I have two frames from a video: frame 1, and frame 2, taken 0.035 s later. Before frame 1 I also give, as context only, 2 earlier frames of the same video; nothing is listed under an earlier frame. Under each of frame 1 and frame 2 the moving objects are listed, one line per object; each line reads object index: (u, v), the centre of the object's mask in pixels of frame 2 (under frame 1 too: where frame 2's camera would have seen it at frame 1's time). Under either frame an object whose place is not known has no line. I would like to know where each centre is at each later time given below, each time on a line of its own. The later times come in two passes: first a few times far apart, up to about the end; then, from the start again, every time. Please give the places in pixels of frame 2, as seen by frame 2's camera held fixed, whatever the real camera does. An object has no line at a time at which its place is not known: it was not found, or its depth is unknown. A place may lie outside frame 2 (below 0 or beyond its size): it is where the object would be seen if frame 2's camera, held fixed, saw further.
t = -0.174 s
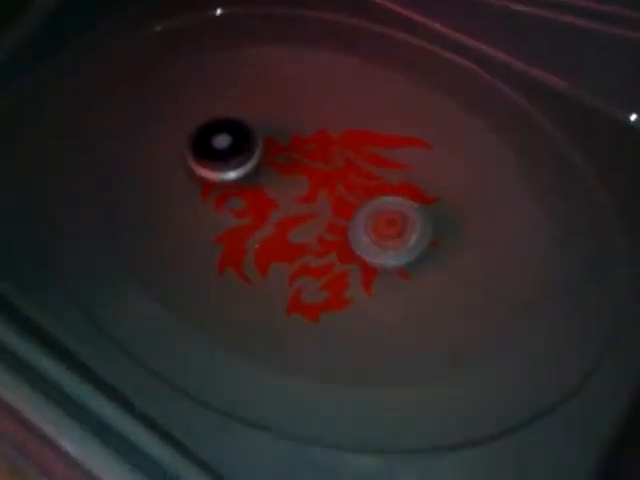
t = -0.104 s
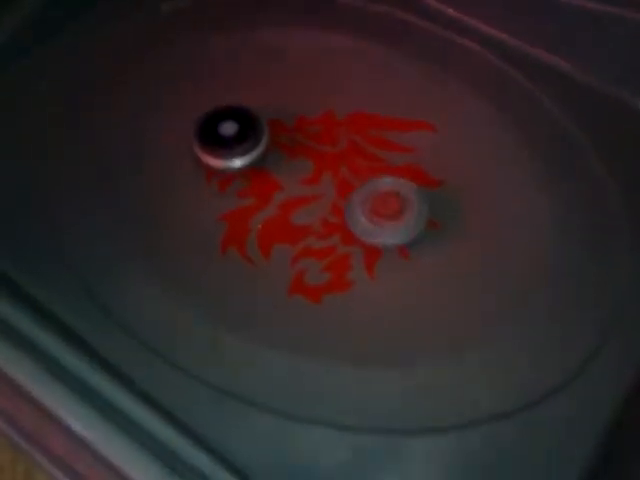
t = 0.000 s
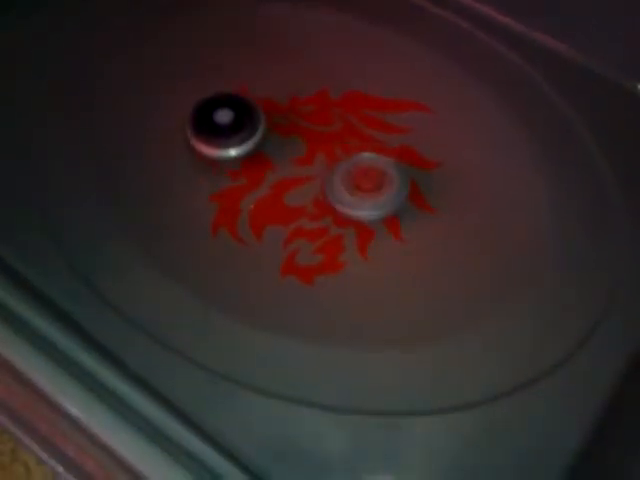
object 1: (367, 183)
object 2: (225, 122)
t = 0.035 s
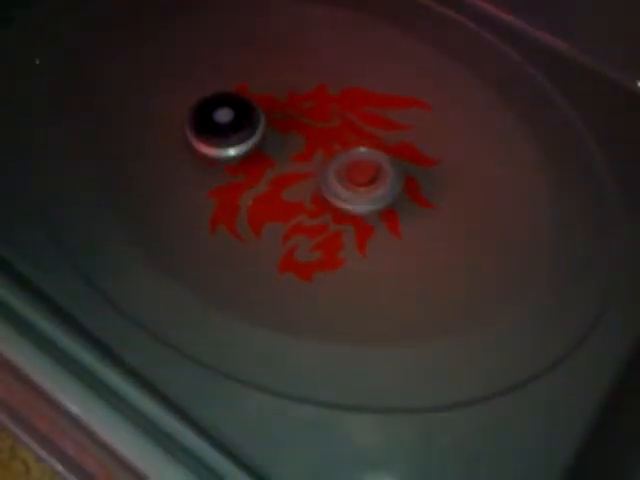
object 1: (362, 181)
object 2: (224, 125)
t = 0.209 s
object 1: (344, 169)
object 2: (229, 140)
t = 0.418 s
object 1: (336, 157)
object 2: (231, 152)
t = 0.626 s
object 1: (326, 147)
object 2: (229, 163)
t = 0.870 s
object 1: (326, 142)
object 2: (236, 173)
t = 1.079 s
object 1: (325, 145)
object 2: (242, 176)
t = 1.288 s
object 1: (404, 132)
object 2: (173, 176)
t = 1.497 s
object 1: (406, 141)
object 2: (219, 170)
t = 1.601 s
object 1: (385, 142)
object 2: (251, 162)
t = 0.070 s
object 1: (357, 178)
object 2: (225, 128)
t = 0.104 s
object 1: (353, 175)
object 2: (227, 131)
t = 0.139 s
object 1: (350, 173)
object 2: (228, 134)
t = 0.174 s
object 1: (347, 171)
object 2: (229, 137)
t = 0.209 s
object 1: (344, 169)
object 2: (229, 140)
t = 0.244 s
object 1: (342, 167)
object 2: (229, 143)
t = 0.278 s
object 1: (342, 164)
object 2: (230, 145)
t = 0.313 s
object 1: (341, 162)
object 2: (231, 147)
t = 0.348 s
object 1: (340, 160)
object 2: (231, 149)
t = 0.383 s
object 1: (338, 158)
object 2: (231, 151)
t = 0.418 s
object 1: (336, 157)
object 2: (231, 152)
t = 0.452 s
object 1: (334, 155)
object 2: (230, 154)
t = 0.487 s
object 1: (331, 154)
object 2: (229, 156)
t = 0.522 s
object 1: (329, 152)
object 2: (229, 158)
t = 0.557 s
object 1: (327, 150)
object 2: (228, 159)
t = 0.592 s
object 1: (326, 148)
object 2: (228, 161)
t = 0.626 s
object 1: (326, 147)
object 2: (229, 163)
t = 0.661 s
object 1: (325, 146)
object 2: (229, 165)
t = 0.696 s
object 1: (325, 144)
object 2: (230, 166)
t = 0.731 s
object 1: (326, 143)
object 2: (232, 167)
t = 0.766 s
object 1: (326, 142)
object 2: (233, 168)
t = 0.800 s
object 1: (326, 142)
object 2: (234, 170)
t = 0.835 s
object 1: (325, 142)
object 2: (234, 171)
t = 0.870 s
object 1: (326, 142)
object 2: (236, 173)
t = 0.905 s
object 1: (325, 142)
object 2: (236, 173)
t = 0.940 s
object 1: (326, 142)
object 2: (238, 174)
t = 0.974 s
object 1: (326, 143)
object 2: (239, 174)
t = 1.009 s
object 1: (326, 144)
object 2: (240, 175)
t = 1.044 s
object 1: (326, 144)
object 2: (241, 176)
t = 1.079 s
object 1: (325, 145)
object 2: (242, 176)
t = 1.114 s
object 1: (325, 145)
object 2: (242, 175)
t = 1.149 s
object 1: (324, 146)
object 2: (243, 175)
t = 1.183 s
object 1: (347, 142)
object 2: (220, 179)
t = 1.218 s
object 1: (370, 138)
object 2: (198, 179)
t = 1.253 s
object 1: (389, 135)
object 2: (182, 178)
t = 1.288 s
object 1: (404, 132)
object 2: (173, 176)
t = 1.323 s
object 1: (412, 131)
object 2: (173, 175)
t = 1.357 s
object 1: (416, 132)
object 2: (177, 174)
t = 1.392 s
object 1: (417, 134)
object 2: (184, 174)
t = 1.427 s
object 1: (415, 136)
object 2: (196, 173)
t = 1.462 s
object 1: (412, 140)
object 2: (208, 173)
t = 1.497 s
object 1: (406, 141)
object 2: (219, 170)
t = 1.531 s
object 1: (399, 141)
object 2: (231, 167)
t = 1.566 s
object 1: (391, 143)
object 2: (242, 165)
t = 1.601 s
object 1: (385, 142)
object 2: (251, 162)
